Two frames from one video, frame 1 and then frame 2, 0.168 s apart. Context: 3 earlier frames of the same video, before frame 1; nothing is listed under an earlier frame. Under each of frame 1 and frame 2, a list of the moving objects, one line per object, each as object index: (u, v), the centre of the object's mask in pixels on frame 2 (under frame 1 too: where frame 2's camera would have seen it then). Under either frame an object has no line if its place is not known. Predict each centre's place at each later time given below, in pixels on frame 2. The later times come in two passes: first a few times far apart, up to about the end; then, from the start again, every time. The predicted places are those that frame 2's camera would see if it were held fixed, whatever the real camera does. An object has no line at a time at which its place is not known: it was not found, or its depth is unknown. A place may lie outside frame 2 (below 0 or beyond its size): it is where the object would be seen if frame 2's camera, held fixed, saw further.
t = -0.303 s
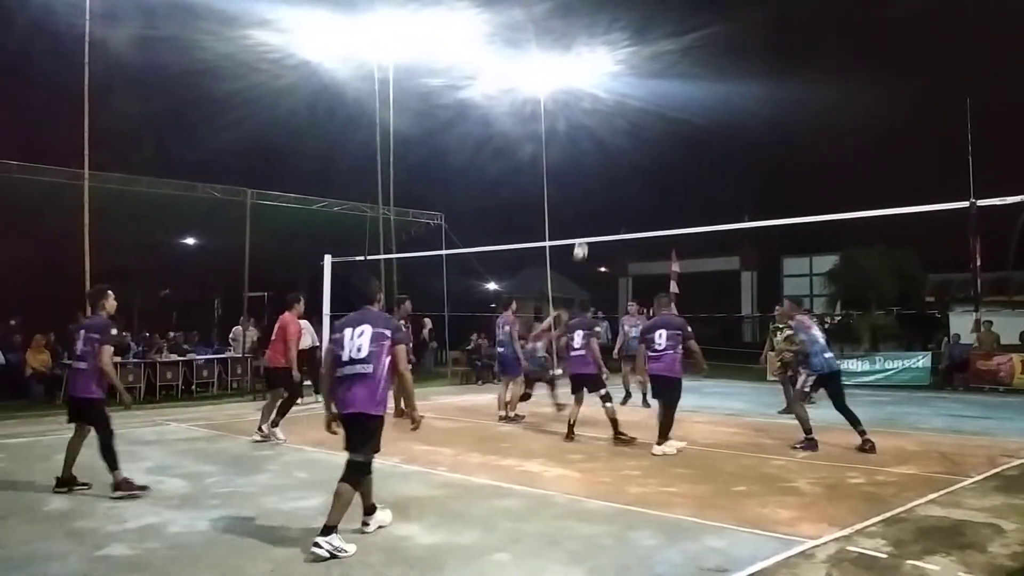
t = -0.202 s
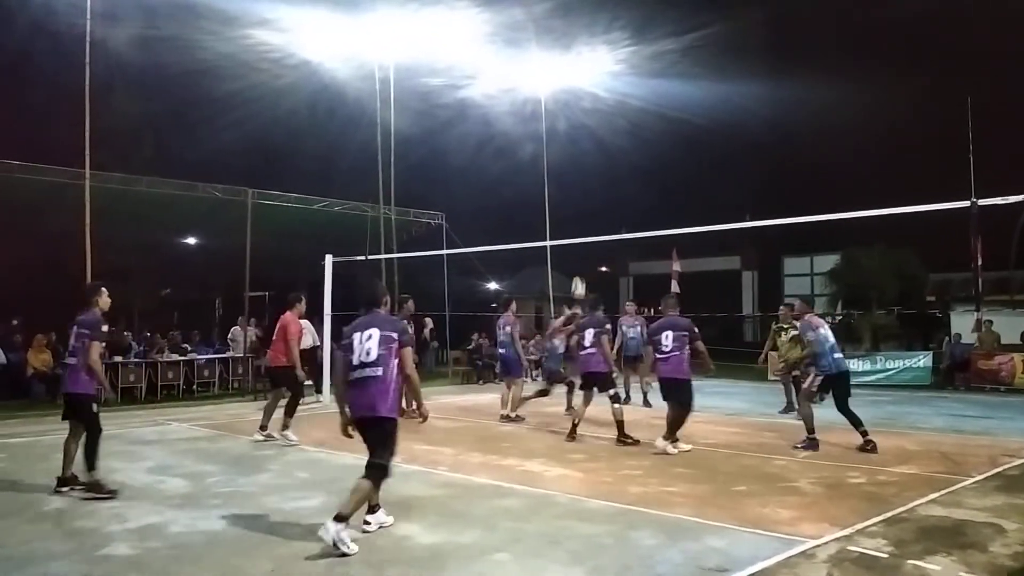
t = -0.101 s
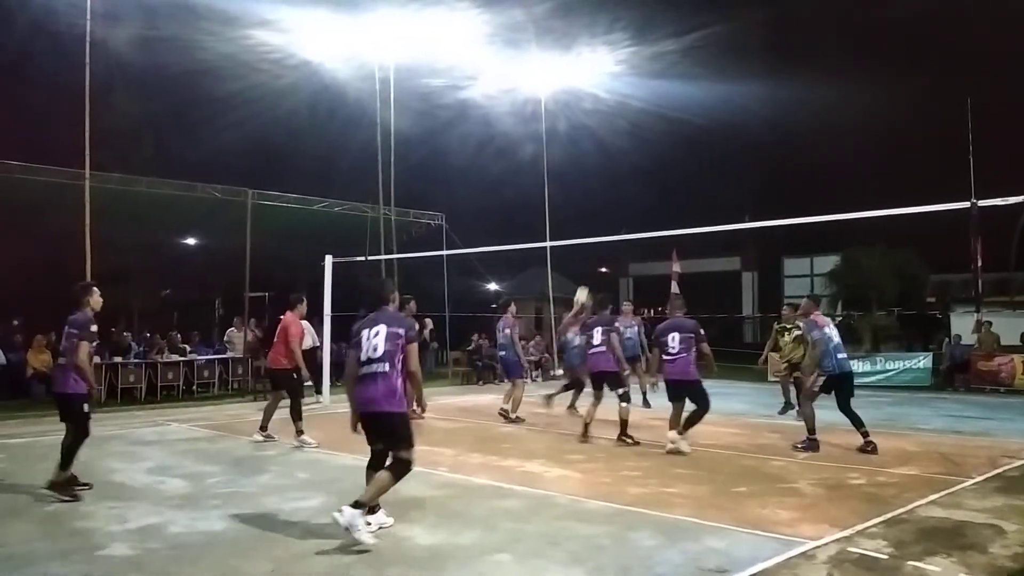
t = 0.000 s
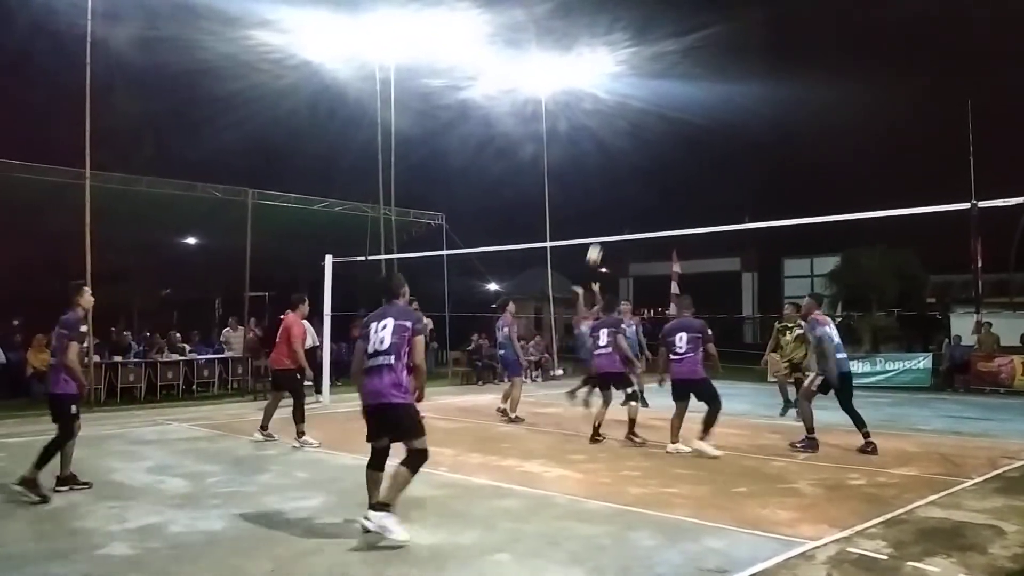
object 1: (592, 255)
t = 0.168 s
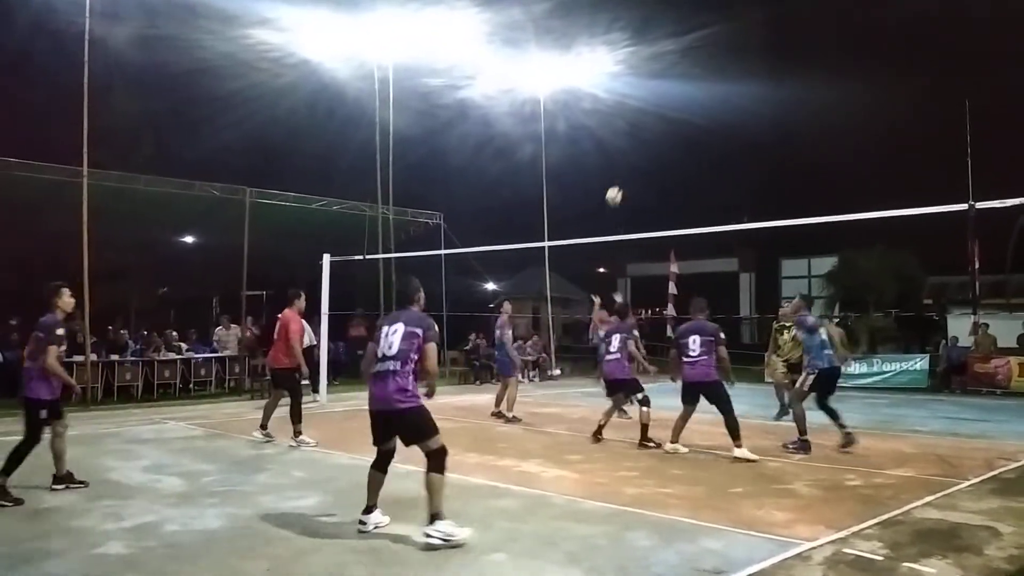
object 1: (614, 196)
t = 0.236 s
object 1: (623, 178)
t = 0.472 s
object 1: (656, 136)
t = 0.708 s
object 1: (692, 134)
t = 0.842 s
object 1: (713, 152)
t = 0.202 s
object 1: (618, 186)
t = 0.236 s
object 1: (623, 178)
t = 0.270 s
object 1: (628, 169)
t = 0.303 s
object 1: (633, 162)
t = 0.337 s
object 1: (637, 155)
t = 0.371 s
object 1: (642, 149)
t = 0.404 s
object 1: (647, 144)
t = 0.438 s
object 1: (652, 140)
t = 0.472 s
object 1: (656, 136)
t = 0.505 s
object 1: (661, 133)
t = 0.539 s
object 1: (667, 131)
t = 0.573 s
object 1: (672, 129)
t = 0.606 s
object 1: (677, 129)
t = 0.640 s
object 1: (681, 130)
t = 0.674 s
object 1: (686, 131)
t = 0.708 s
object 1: (692, 134)
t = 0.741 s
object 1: (697, 137)
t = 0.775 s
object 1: (702, 141)
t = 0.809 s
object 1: (707, 146)
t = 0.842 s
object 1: (713, 152)
